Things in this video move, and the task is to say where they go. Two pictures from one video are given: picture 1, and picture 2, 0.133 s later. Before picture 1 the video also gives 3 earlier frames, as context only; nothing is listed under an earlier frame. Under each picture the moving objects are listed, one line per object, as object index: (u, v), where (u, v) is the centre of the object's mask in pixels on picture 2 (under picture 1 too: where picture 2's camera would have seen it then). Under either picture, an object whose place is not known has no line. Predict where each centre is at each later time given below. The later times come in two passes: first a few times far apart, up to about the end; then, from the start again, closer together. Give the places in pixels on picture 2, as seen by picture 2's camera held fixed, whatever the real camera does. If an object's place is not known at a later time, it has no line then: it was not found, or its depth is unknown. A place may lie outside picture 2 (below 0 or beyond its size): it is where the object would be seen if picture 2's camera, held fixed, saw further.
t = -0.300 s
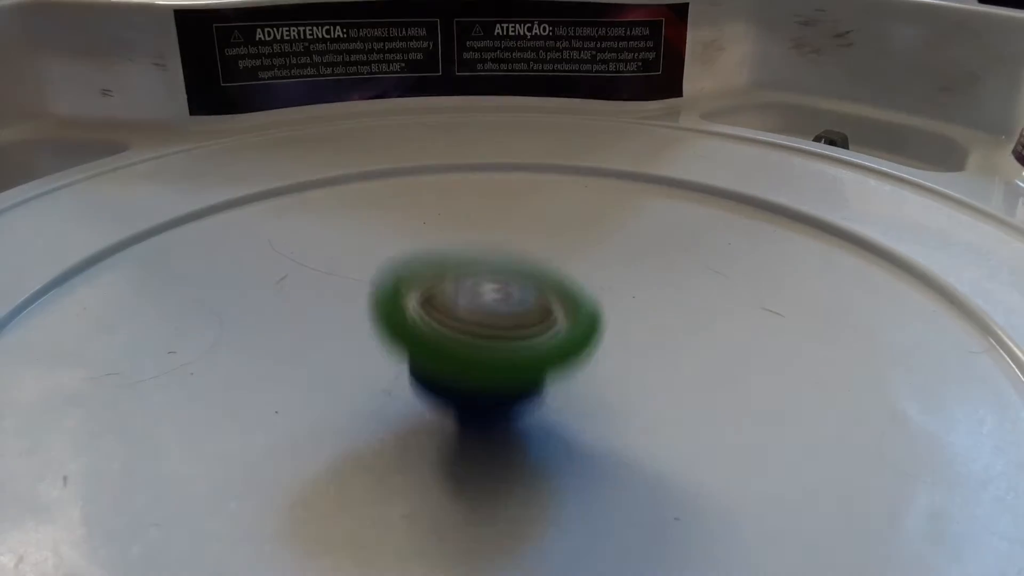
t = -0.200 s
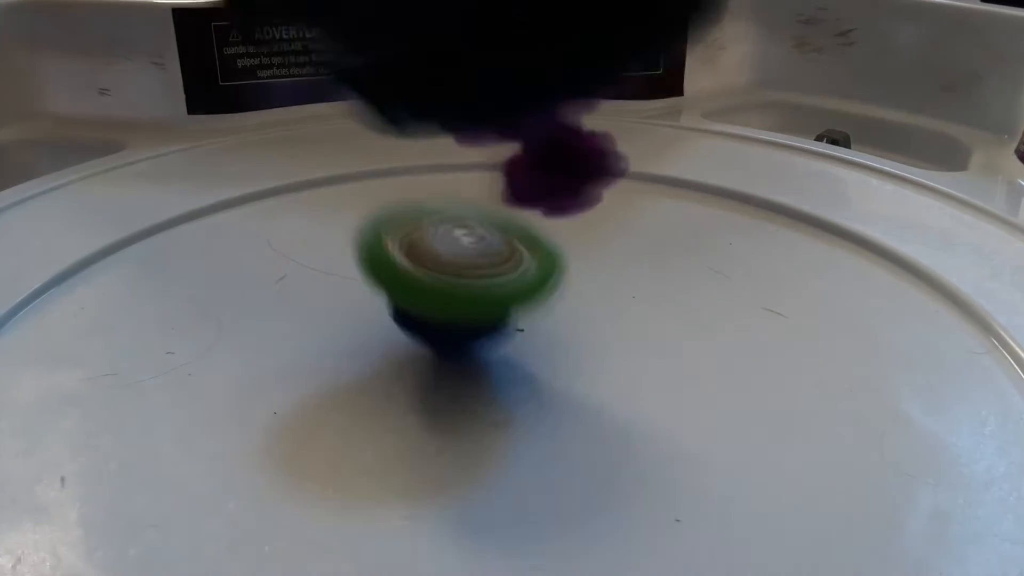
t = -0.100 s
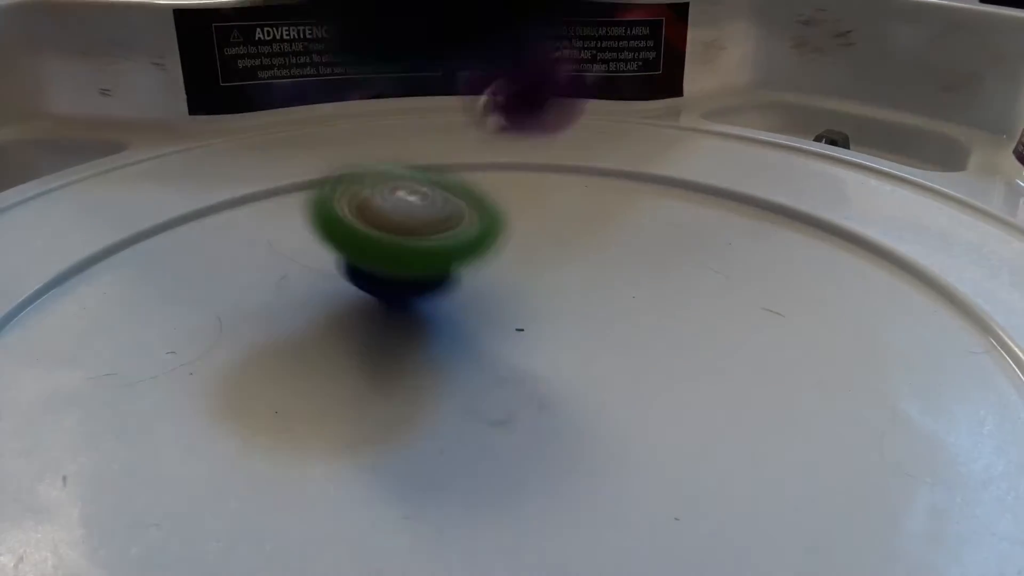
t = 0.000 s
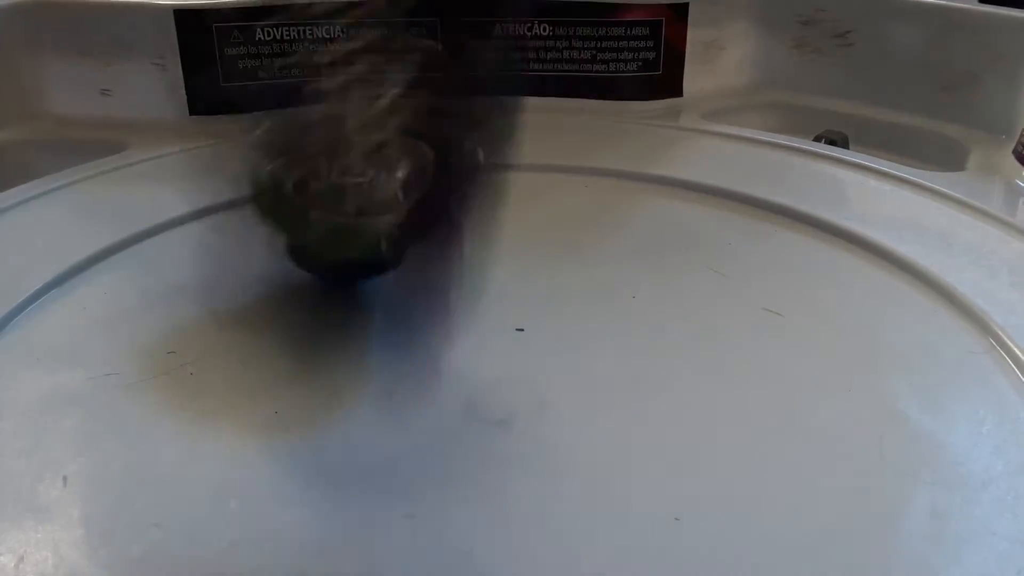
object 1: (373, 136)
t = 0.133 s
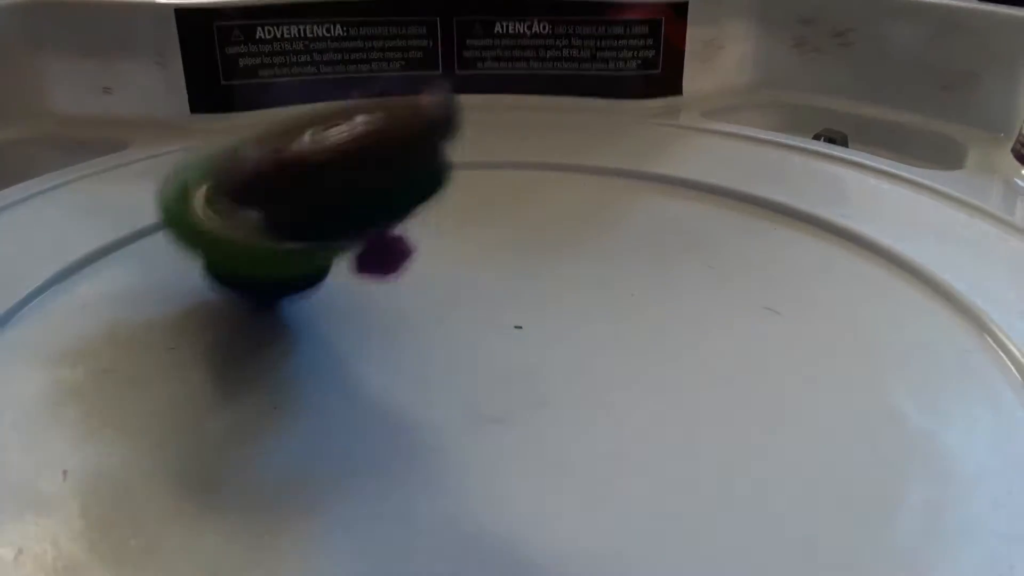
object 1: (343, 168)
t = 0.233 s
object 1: (441, 172)
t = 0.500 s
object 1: (930, 371)
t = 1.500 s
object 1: (290, 494)
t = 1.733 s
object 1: (254, 380)
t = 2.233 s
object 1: (134, 149)
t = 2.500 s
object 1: (395, 218)
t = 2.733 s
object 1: (506, 116)
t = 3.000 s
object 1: (571, 215)
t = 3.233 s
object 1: (820, 315)
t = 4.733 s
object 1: (421, 182)
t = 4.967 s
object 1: (474, 145)
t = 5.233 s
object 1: (586, 229)
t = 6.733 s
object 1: (505, 236)
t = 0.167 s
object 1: (353, 165)
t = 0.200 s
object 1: (377, 160)
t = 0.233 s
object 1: (441, 172)
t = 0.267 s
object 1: (535, 205)
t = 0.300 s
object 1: (643, 299)
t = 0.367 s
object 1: (781, 333)
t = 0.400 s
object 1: (850, 353)
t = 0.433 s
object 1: (892, 363)
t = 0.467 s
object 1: (914, 371)
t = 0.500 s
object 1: (930, 371)
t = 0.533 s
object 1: (941, 368)
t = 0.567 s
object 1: (948, 363)
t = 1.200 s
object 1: (193, 452)
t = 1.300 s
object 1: (156, 474)
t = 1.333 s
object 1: (162, 481)
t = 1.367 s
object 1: (174, 488)
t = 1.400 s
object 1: (190, 493)
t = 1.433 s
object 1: (213, 496)
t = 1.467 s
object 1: (250, 497)
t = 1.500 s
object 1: (290, 494)
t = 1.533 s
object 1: (322, 486)
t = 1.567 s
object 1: (300, 476)
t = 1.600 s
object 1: (279, 463)
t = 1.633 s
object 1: (269, 443)
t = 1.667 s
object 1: (261, 420)
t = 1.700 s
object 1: (257, 399)
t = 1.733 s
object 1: (254, 380)
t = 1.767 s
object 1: (253, 363)
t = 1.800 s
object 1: (249, 347)
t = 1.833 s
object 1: (247, 332)
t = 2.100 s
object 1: (216, 237)
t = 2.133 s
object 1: (148, 189)
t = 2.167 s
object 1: (118, 157)
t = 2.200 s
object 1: (123, 145)
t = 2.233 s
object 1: (134, 149)
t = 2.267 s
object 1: (151, 154)
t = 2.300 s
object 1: (178, 168)
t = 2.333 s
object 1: (207, 175)
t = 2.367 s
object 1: (243, 184)
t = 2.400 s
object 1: (276, 192)
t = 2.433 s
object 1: (315, 201)
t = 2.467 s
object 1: (353, 209)
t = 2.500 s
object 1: (395, 218)
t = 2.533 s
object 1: (434, 223)
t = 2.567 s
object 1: (474, 228)
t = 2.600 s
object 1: (501, 227)
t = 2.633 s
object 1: (500, 187)
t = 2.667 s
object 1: (497, 162)
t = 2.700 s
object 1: (499, 140)
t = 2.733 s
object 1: (506, 116)
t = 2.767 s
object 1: (511, 101)
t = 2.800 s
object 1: (515, 103)
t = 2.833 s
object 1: (520, 119)
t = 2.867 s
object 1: (528, 137)
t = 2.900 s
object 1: (535, 151)
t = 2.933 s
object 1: (545, 173)
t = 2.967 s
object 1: (557, 192)
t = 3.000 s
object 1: (571, 215)
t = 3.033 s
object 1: (587, 236)
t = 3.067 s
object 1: (606, 258)
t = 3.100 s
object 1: (633, 276)
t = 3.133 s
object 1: (659, 297)
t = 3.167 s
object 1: (692, 322)
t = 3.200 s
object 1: (757, 325)
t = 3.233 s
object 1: (820, 315)
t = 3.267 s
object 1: (884, 309)
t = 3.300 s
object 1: (933, 295)
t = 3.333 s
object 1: (953, 282)
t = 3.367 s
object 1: (953, 273)
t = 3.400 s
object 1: (949, 273)
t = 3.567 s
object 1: (784, 320)
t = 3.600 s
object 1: (728, 330)
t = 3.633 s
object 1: (672, 343)
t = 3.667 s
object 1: (615, 354)
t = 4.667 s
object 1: (399, 216)
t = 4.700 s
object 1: (411, 198)
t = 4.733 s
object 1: (421, 182)
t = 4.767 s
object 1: (429, 170)
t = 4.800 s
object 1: (437, 160)
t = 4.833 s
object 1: (444, 154)
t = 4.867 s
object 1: (450, 148)
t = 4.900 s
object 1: (457, 144)
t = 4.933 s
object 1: (465, 144)
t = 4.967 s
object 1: (474, 145)
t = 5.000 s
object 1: (484, 150)
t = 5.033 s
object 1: (494, 155)
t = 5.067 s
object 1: (506, 161)
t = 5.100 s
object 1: (518, 170)
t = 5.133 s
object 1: (531, 181)
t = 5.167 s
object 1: (545, 195)
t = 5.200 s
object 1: (563, 211)
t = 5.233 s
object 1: (586, 229)
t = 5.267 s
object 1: (611, 249)
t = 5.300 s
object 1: (639, 268)
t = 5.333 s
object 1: (667, 288)
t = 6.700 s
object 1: (463, 242)
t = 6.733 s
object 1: (505, 236)
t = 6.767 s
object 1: (540, 231)
